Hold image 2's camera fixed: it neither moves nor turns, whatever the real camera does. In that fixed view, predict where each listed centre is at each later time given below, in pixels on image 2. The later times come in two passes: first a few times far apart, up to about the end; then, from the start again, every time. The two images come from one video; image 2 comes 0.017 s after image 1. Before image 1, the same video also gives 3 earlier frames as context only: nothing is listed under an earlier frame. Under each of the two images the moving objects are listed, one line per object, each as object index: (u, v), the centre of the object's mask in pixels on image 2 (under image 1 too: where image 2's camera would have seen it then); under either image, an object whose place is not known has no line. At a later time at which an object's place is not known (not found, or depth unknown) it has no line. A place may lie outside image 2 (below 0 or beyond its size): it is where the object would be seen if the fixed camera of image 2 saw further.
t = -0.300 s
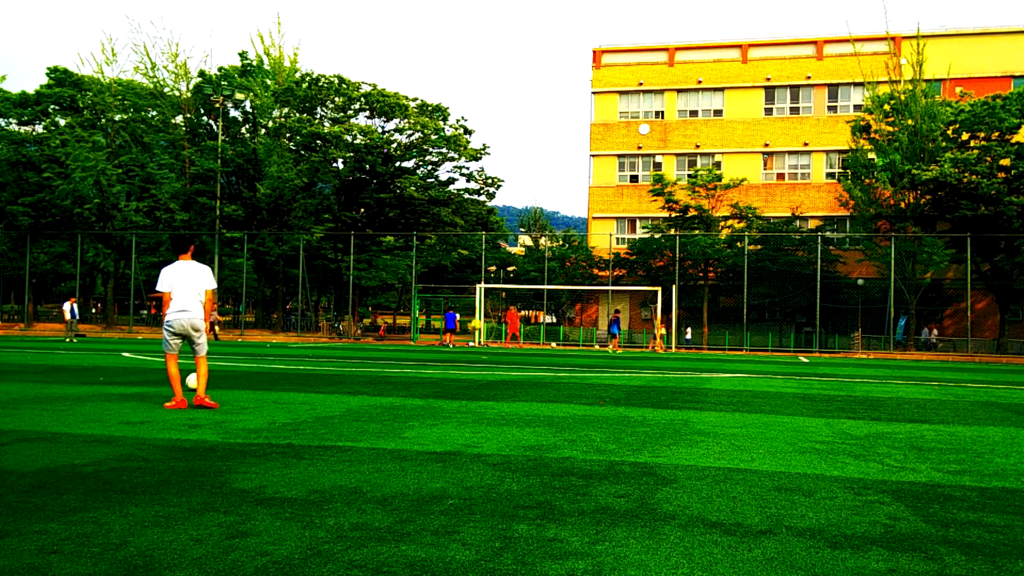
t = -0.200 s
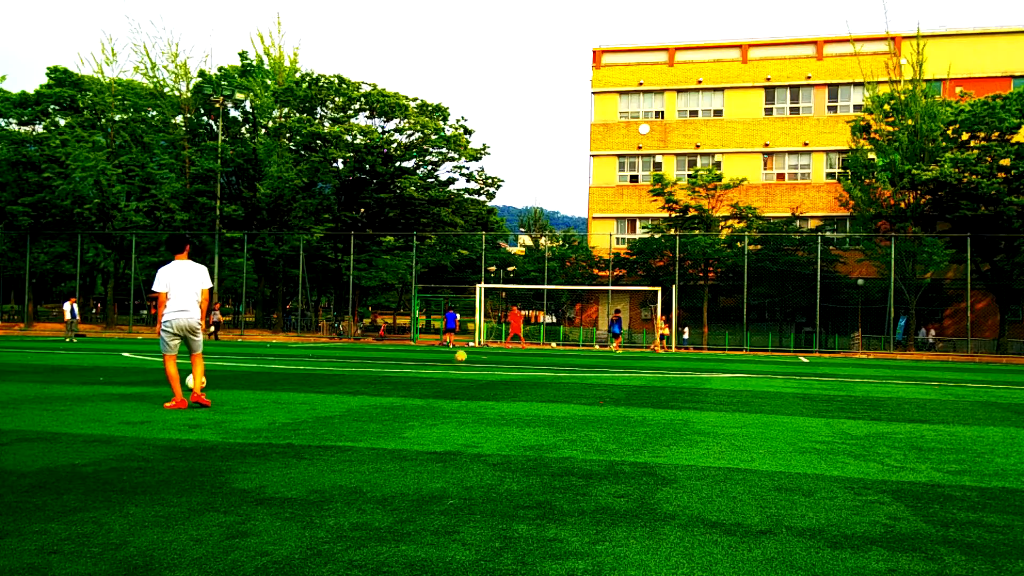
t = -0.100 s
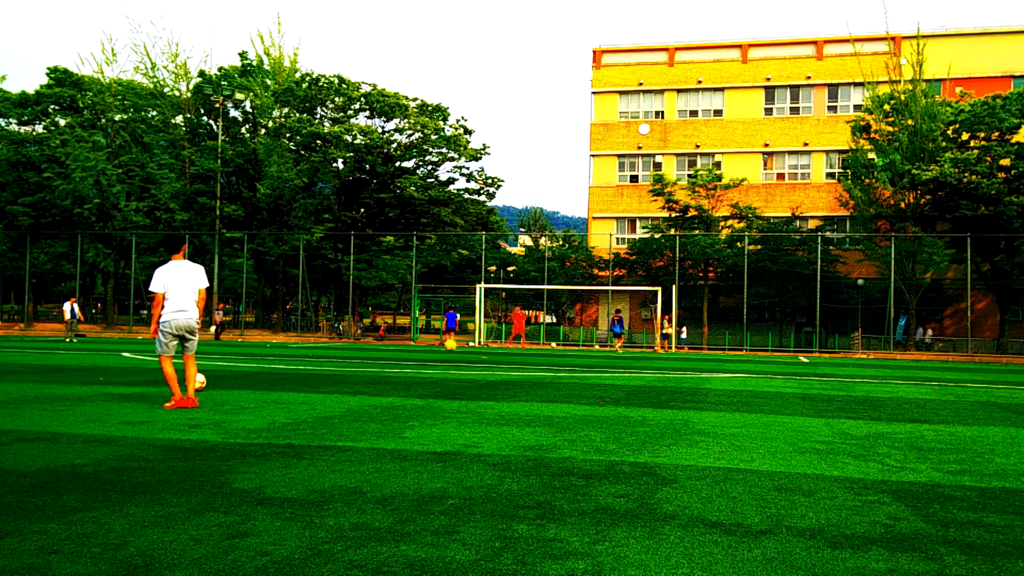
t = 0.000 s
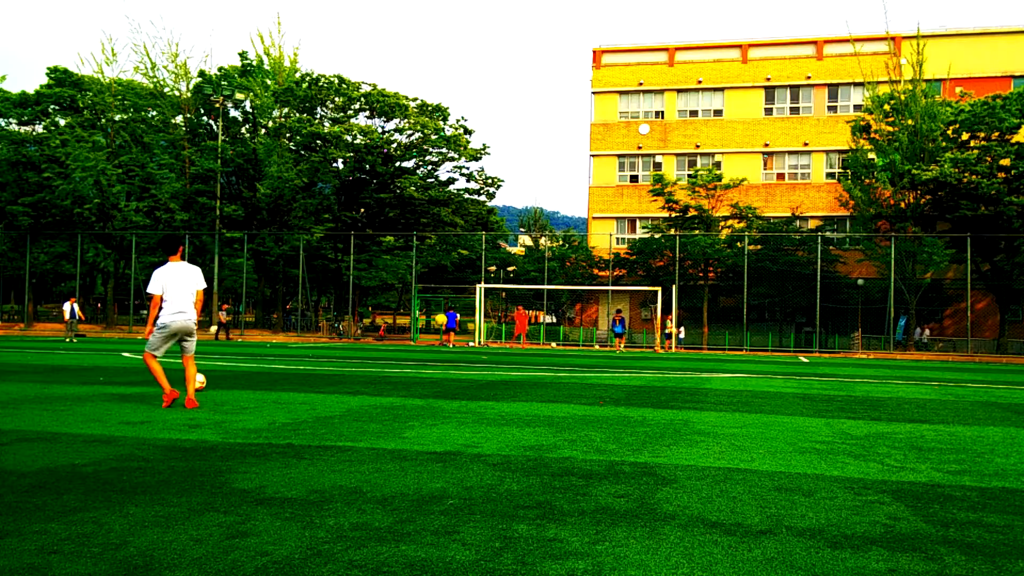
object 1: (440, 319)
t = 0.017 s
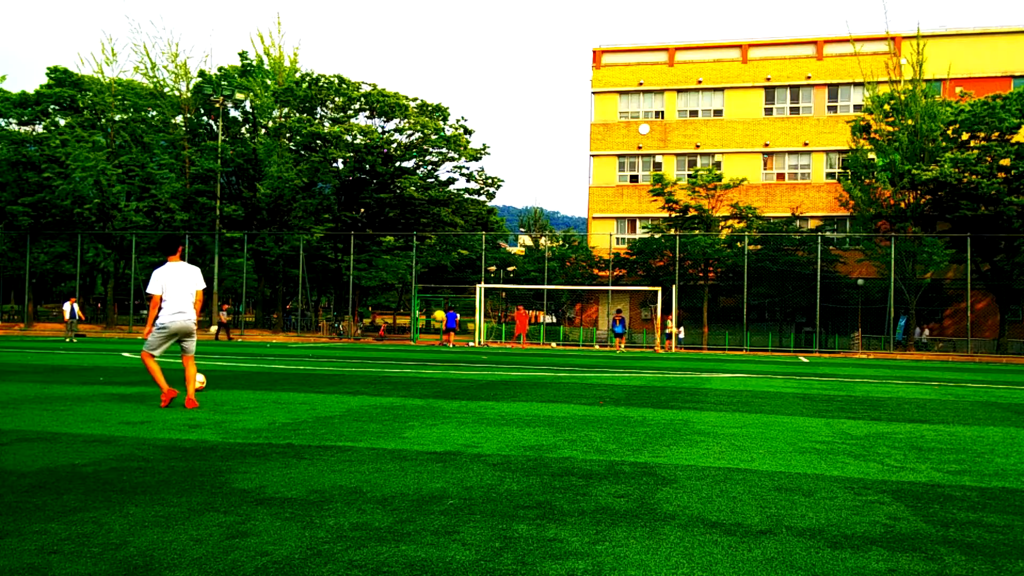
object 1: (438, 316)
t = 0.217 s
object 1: (418, 281)
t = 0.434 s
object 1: (391, 268)
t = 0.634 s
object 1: (362, 283)
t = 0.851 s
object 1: (326, 334)
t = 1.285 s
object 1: (235, 308)
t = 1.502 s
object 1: (173, 303)
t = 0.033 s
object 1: (437, 313)
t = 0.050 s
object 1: (436, 309)
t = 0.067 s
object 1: (434, 305)
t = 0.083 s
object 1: (432, 302)
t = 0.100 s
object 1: (431, 299)
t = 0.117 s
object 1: (429, 296)
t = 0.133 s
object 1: (427, 293)
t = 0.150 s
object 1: (425, 290)
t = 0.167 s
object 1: (423, 288)
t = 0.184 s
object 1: (422, 285)
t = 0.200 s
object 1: (420, 283)
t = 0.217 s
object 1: (418, 281)
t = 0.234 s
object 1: (416, 279)
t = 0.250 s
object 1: (414, 277)
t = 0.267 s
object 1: (412, 276)
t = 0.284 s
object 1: (410, 274)
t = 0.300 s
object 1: (408, 272)
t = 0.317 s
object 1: (406, 271)
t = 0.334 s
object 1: (403, 270)
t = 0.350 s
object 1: (401, 269)
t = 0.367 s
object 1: (399, 269)
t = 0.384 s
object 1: (397, 268)
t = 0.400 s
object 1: (395, 268)
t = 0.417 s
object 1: (393, 268)
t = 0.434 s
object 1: (391, 268)
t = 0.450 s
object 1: (388, 268)
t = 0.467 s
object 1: (386, 268)
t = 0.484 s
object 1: (384, 269)
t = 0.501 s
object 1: (381, 269)
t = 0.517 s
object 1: (379, 270)
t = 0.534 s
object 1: (377, 271)
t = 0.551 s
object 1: (374, 273)
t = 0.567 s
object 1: (372, 275)
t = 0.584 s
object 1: (369, 276)
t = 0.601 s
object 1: (367, 278)
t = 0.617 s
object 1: (364, 280)
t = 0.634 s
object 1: (362, 283)
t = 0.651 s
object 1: (359, 286)
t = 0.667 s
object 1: (356, 289)
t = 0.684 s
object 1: (353, 292)
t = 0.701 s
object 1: (351, 295)
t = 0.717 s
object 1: (348, 299)
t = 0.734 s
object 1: (345, 302)
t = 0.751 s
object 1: (343, 306)
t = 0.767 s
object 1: (340, 310)
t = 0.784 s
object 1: (337, 314)
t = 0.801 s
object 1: (335, 318)
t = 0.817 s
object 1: (332, 323)
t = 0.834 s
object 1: (329, 328)
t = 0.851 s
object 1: (326, 334)
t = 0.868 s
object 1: (323, 340)
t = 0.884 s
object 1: (320, 348)
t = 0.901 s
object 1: (317, 353)
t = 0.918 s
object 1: (314, 357)
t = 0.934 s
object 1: (311, 364)
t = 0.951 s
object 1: (308, 371)
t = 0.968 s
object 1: (305, 378)
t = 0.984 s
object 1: (302, 375)
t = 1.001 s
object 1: (298, 370)
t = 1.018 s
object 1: (295, 365)
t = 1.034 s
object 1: (291, 360)
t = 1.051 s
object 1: (288, 355)
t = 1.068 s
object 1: (285, 351)
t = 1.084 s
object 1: (281, 346)
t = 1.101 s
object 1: (278, 342)
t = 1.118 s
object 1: (274, 337)
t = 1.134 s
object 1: (269, 334)
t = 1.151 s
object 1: (267, 332)
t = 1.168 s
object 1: (263, 326)
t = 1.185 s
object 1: (259, 323)
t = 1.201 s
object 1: (255, 321)
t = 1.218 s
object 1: (251, 318)
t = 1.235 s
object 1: (247, 315)
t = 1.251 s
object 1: (243, 312)
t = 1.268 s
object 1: (238, 310)
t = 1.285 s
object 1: (235, 308)
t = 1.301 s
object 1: (231, 306)
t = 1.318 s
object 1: (227, 305)
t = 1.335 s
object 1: (222, 303)
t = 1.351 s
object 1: (218, 302)
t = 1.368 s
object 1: (212, 300)
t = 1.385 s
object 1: (207, 300)
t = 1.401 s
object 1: (203, 300)
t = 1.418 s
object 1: (199, 300)
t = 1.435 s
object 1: (194, 300)
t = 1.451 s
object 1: (189, 300)
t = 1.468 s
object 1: (184, 301)
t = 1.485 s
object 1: (178, 301)
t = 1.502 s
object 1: (173, 303)
